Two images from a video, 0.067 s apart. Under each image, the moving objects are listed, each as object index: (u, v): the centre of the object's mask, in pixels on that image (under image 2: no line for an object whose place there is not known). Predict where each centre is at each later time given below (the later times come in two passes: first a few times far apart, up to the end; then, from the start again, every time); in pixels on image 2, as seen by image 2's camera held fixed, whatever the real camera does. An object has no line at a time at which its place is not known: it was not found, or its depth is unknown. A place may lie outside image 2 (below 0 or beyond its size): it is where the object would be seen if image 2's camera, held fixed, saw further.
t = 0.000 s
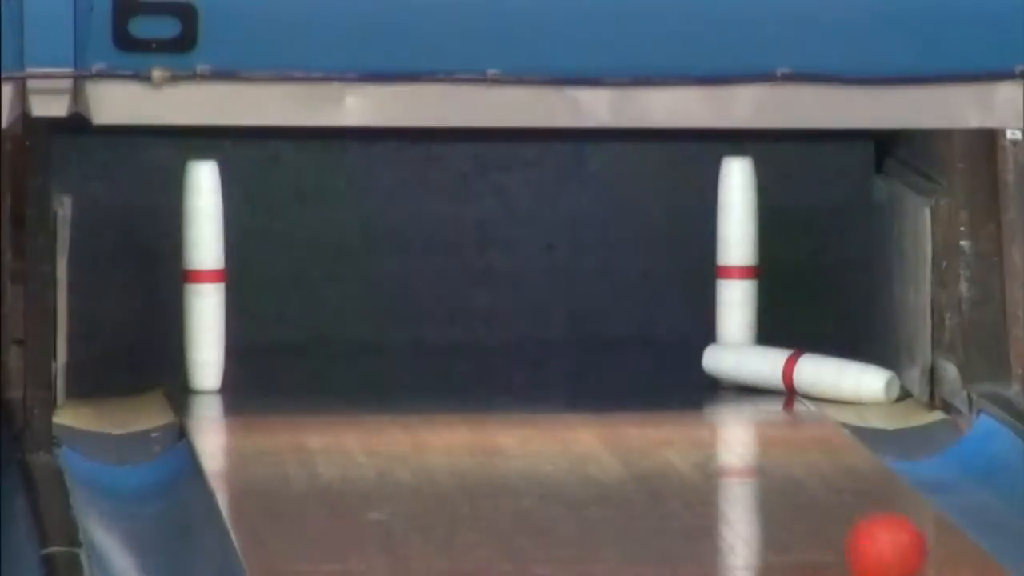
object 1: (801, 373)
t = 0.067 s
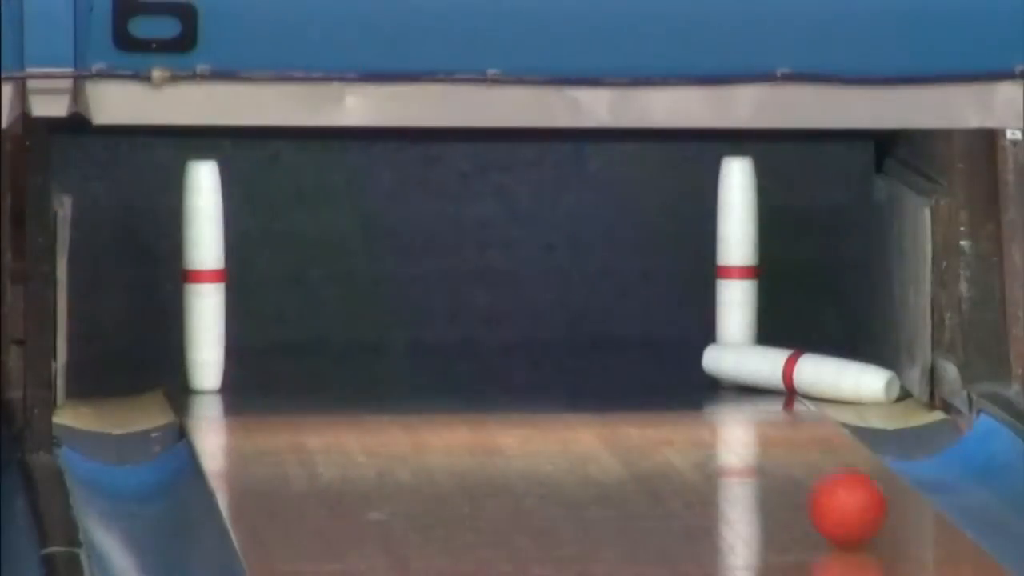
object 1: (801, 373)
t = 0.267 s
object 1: (811, 373)
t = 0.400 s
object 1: (825, 368)
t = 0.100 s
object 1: (801, 373)
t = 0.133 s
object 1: (801, 373)
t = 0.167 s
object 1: (801, 373)
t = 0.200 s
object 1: (801, 373)
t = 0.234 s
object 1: (804, 373)
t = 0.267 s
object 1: (811, 373)
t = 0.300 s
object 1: (825, 376)
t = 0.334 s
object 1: (820, 376)
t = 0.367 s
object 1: (815, 375)
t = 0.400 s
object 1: (825, 368)
